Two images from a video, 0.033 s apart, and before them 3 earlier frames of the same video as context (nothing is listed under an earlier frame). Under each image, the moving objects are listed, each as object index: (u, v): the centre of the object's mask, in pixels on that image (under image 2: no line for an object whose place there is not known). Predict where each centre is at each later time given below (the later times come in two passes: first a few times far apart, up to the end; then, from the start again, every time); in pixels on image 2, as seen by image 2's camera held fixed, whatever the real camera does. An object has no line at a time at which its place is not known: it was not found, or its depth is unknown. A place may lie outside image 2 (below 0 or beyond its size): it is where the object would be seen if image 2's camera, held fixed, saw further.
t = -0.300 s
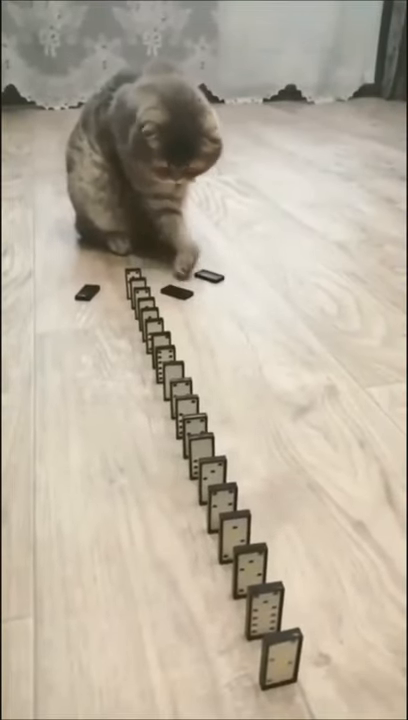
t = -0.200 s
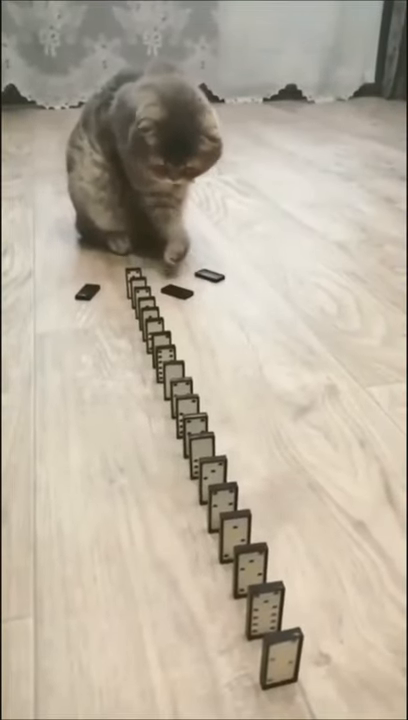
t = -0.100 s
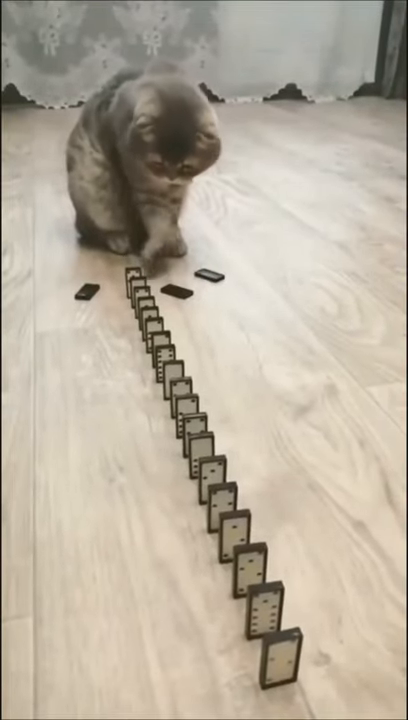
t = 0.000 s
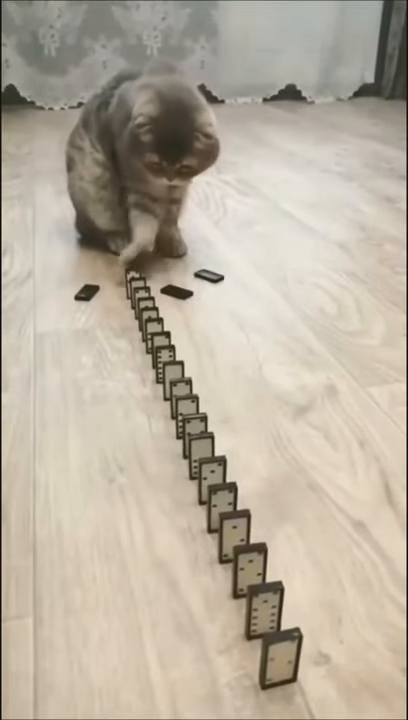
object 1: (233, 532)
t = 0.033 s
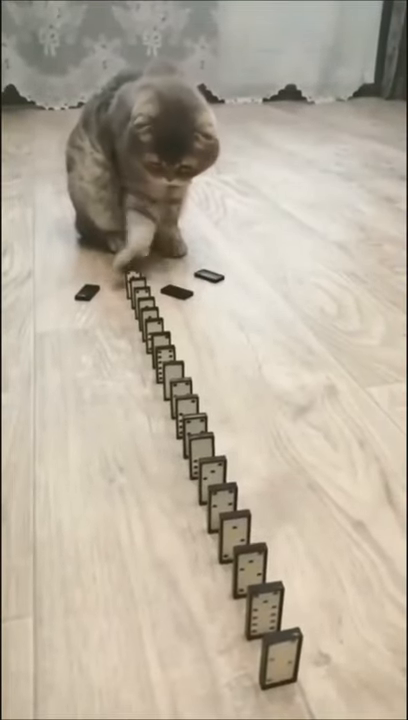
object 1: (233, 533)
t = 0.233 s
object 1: (232, 532)
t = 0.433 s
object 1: (233, 532)
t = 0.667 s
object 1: (233, 533)
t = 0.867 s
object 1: (232, 532)
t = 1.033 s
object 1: (228, 554)
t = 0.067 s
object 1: (233, 532)
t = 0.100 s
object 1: (233, 532)
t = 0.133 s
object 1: (233, 532)
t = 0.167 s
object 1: (233, 532)
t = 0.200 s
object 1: (233, 532)
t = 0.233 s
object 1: (232, 532)
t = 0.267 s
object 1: (233, 532)
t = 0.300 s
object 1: (233, 532)
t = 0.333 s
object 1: (233, 532)
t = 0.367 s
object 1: (233, 532)
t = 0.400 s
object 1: (233, 532)
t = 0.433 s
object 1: (233, 532)
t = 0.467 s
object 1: (233, 532)
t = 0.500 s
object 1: (233, 532)
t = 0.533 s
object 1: (233, 532)
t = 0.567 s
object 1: (233, 532)
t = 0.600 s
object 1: (233, 532)
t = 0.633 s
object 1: (233, 532)
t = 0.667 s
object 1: (233, 533)
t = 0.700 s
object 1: (233, 533)
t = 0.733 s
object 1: (233, 532)
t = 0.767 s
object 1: (233, 532)
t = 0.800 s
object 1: (233, 532)
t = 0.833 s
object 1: (232, 532)
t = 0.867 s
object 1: (232, 532)
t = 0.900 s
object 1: (235, 537)
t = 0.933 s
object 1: (224, 541)
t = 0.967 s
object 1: (226, 545)
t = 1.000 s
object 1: (227, 552)
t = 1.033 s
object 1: (228, 554)
